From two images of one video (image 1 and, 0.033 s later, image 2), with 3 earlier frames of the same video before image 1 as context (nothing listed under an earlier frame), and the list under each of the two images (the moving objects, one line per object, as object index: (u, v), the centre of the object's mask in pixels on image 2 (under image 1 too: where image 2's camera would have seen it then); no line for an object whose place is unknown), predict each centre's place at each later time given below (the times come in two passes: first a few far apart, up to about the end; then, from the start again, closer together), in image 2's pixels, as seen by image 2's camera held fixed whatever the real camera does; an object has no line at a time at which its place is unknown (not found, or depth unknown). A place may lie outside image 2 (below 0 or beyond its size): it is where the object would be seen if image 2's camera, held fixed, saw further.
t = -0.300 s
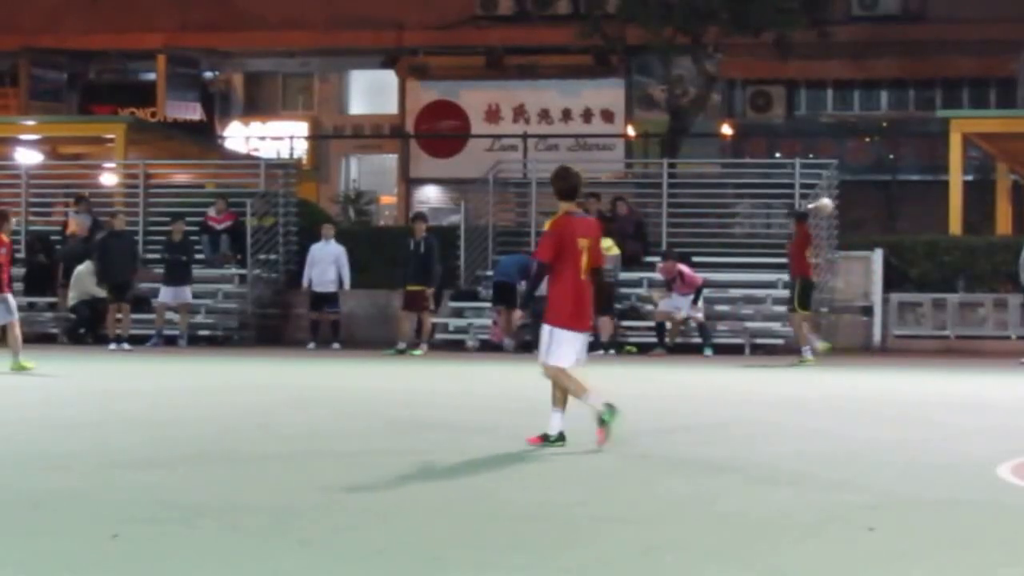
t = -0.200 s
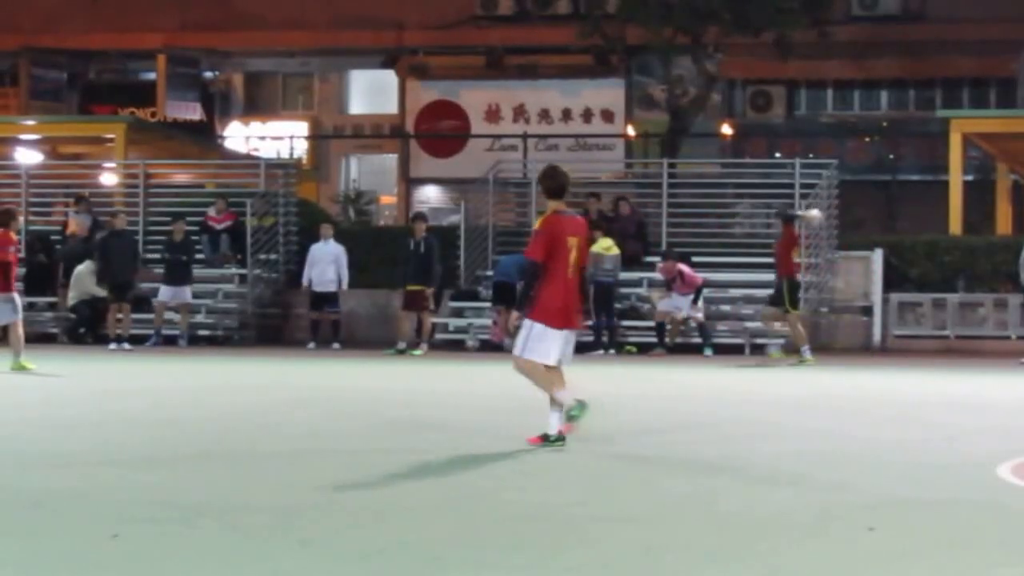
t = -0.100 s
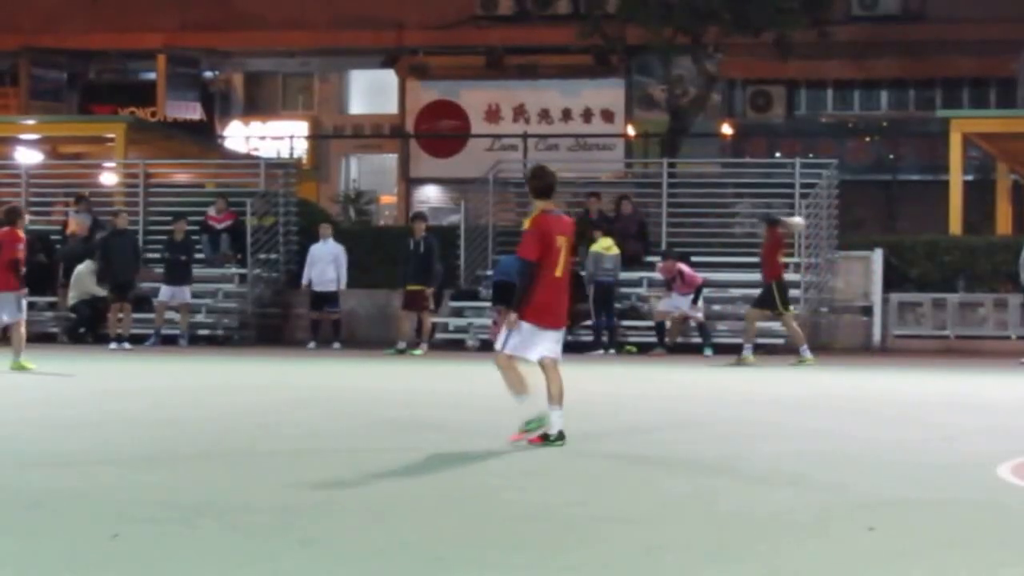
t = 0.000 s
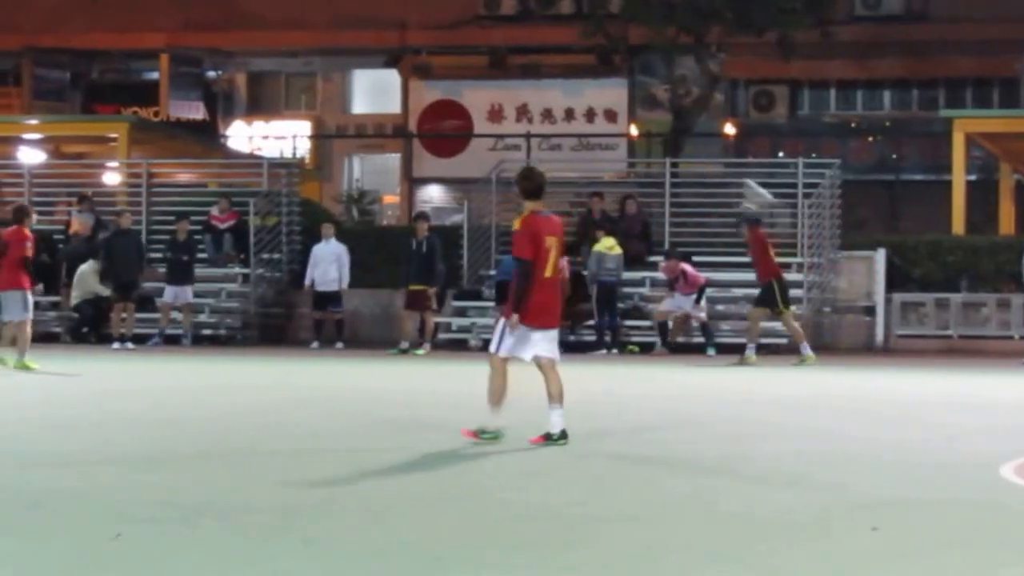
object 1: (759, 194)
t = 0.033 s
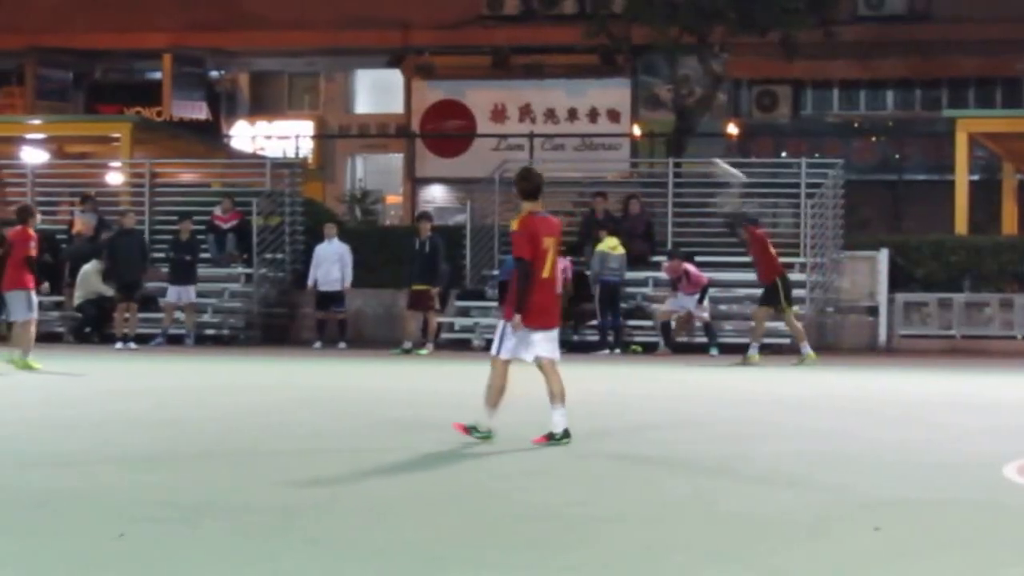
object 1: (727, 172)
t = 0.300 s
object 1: (468, 54)
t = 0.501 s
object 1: (279, 10)
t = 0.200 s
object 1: (567, 86)
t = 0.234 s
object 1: (531, 74)
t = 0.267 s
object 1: (500, 65)
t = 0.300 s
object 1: (468, 54)
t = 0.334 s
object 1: (436, 44)
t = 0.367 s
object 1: (405, 34)
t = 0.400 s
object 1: (373, 27)
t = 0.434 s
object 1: (341, 20)
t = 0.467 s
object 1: (310, 14)
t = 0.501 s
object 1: (279, 10)
